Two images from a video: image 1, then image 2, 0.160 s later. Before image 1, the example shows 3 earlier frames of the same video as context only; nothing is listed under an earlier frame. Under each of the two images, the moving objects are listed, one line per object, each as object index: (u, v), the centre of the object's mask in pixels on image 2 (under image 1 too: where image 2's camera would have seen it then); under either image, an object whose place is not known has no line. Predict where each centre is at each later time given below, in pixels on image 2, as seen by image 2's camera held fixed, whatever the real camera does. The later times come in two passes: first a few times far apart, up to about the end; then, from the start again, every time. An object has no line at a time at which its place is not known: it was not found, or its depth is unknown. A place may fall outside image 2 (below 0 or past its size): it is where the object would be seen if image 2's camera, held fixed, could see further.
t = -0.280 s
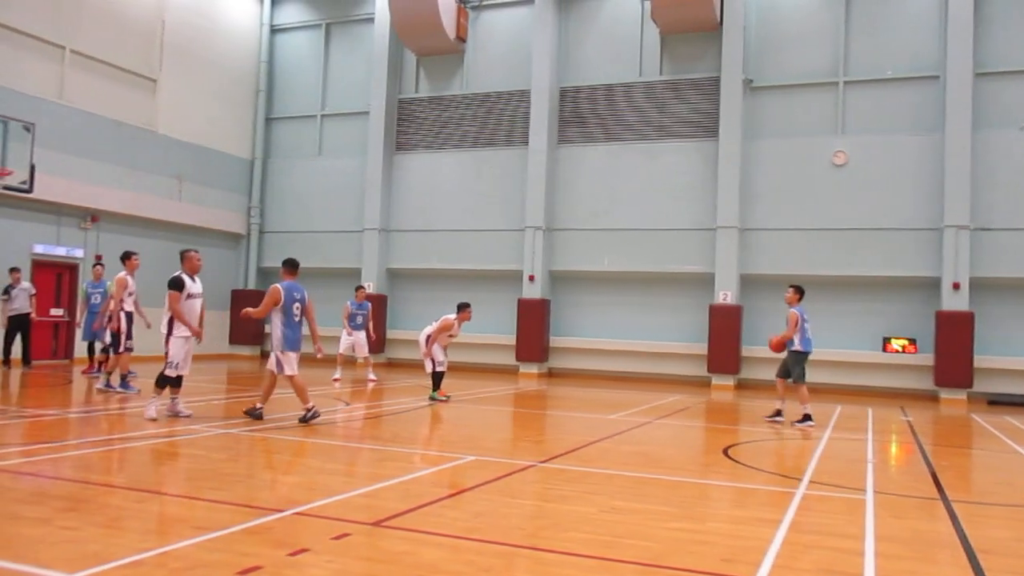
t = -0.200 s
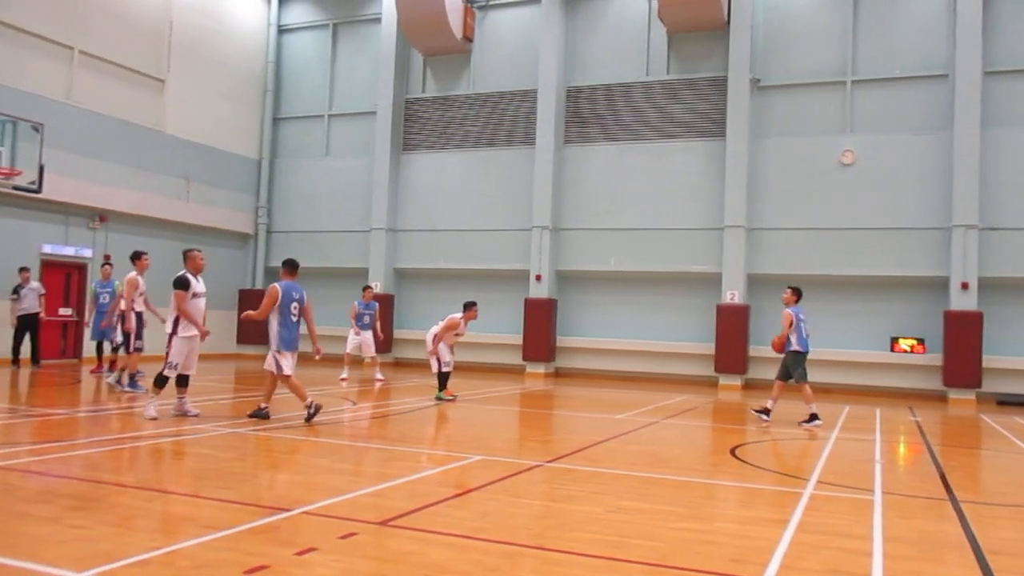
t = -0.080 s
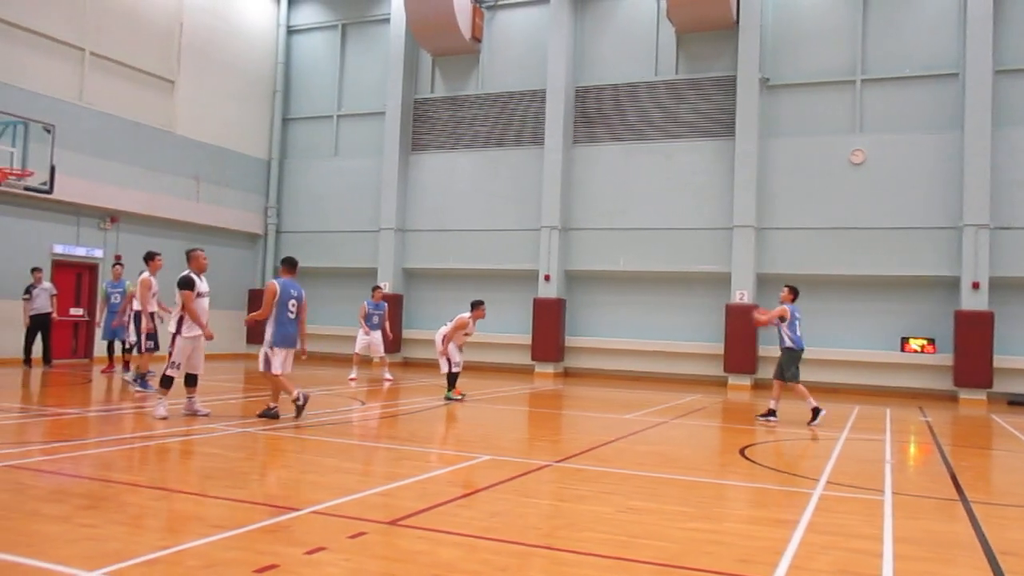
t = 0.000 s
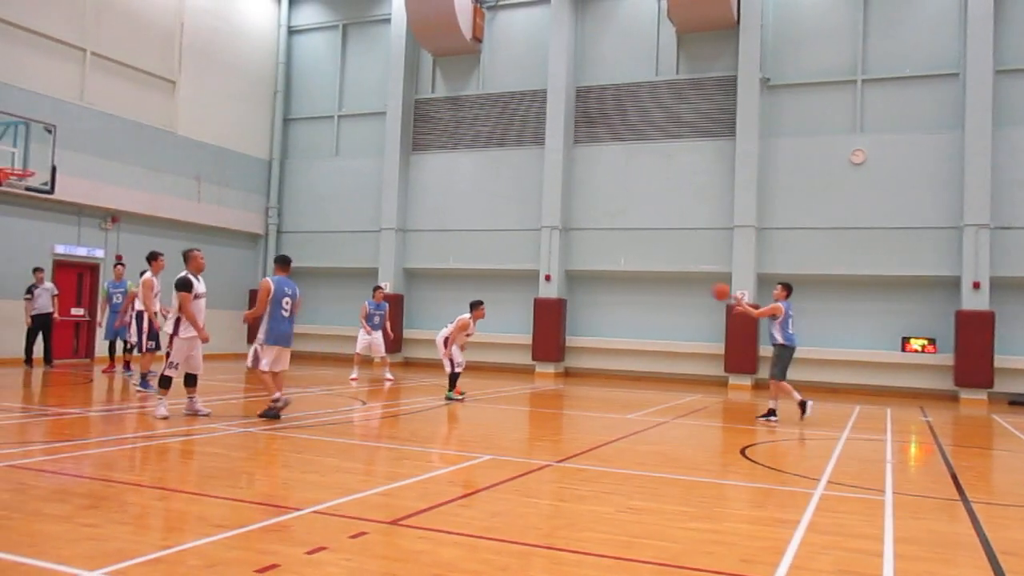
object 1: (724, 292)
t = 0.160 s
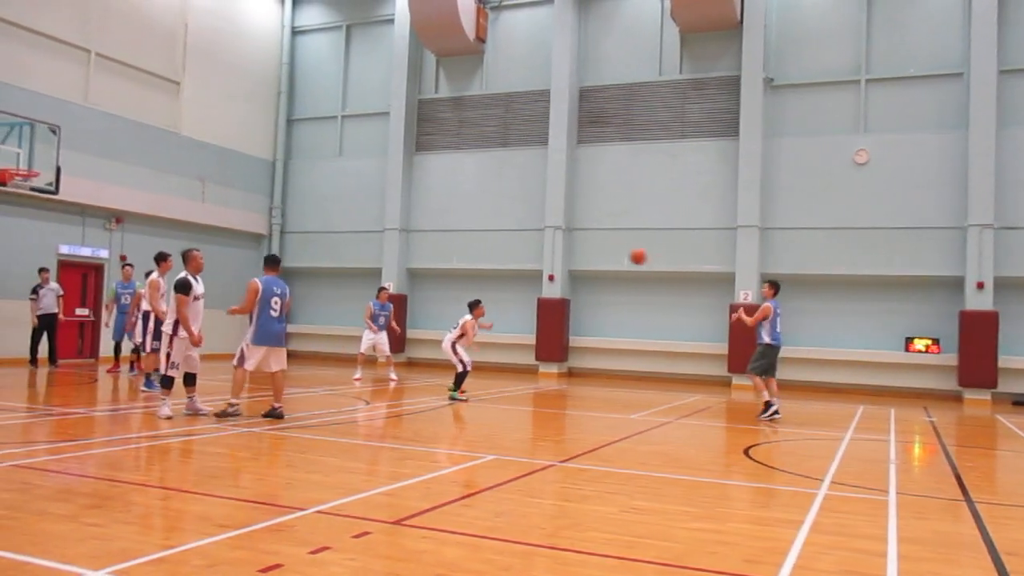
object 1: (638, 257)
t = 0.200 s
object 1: (619, 251)
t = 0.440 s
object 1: (517, 238)
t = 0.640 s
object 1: (446, 251)
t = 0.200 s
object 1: (619, 251)
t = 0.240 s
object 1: (600, 246)
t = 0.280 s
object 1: (583, 243)
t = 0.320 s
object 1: (565, 240)
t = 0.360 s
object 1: (548, 238)
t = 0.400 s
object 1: (533, 238)
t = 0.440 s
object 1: (517, 238)
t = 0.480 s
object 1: (502, 239)
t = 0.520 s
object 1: (487, 241)
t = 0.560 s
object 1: (473, 244)
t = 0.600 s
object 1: (460, 247)
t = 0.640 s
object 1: (446, 251)
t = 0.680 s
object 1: (433, 256)
